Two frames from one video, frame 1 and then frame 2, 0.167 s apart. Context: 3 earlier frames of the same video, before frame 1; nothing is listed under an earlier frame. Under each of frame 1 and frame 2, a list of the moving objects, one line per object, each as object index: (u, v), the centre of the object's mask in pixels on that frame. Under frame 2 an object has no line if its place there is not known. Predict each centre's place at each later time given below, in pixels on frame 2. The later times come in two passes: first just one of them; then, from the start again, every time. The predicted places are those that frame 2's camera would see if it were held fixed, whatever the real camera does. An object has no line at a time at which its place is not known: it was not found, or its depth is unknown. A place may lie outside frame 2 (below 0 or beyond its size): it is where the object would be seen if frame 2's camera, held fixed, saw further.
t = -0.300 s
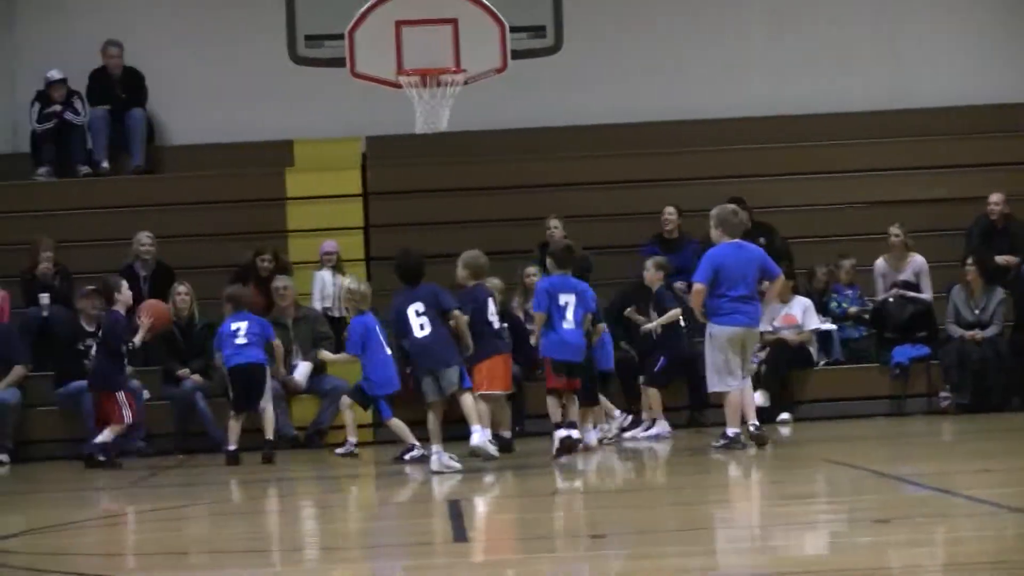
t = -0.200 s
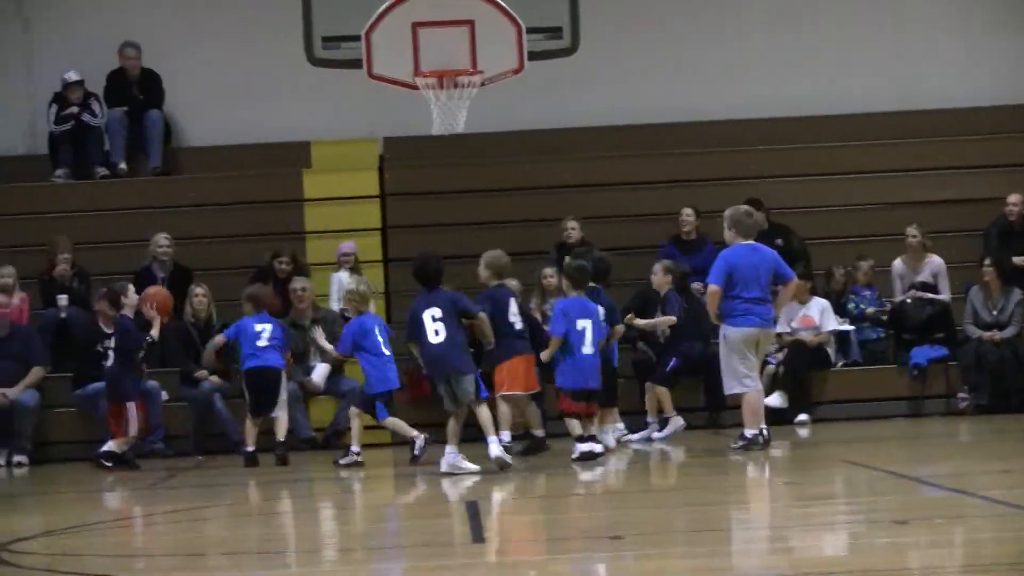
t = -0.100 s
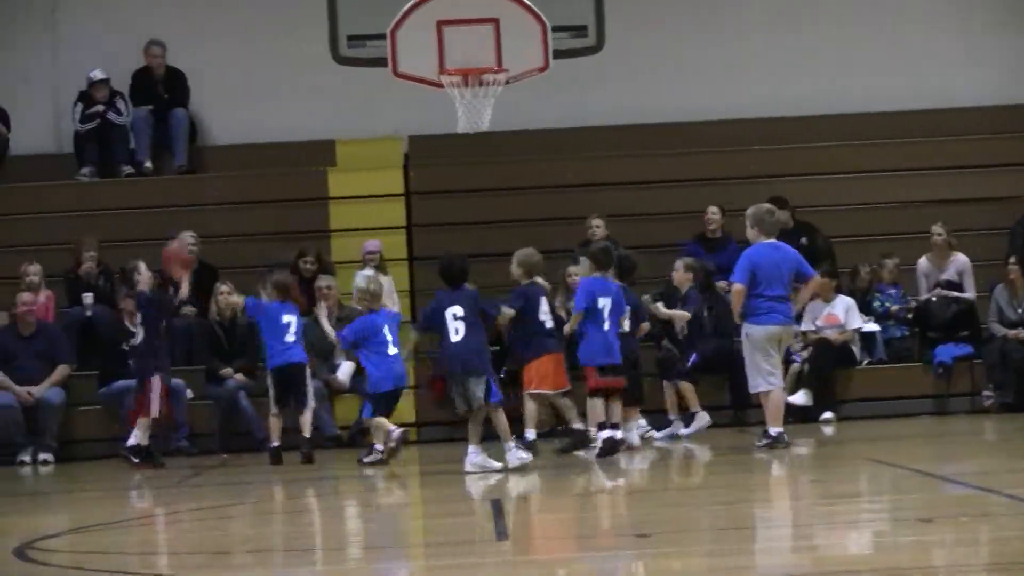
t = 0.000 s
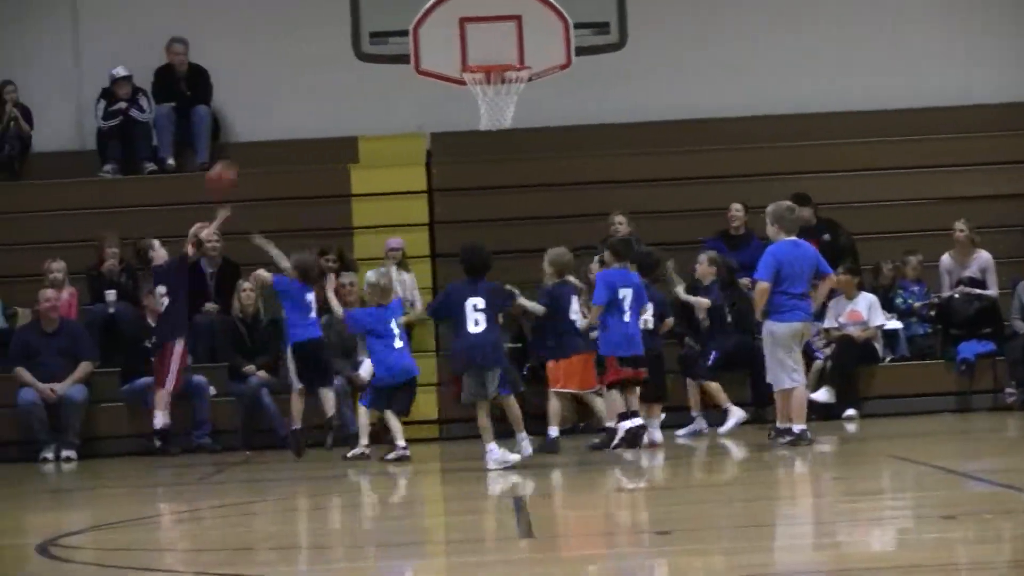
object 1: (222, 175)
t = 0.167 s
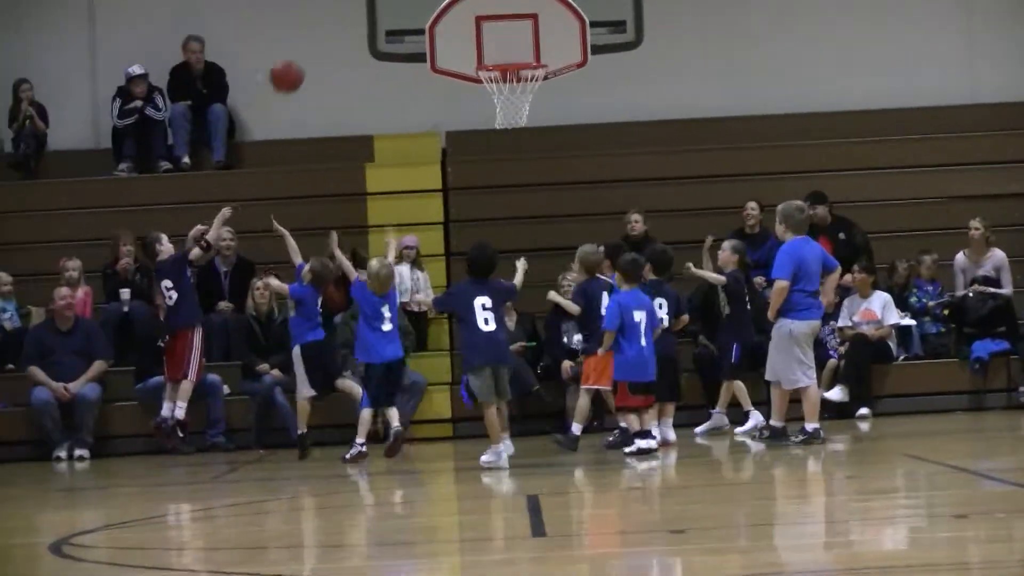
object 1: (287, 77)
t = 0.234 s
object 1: (307, 46)
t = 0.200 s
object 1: (297, 60)
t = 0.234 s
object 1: (307, 46)
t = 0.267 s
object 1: (317, 33)
